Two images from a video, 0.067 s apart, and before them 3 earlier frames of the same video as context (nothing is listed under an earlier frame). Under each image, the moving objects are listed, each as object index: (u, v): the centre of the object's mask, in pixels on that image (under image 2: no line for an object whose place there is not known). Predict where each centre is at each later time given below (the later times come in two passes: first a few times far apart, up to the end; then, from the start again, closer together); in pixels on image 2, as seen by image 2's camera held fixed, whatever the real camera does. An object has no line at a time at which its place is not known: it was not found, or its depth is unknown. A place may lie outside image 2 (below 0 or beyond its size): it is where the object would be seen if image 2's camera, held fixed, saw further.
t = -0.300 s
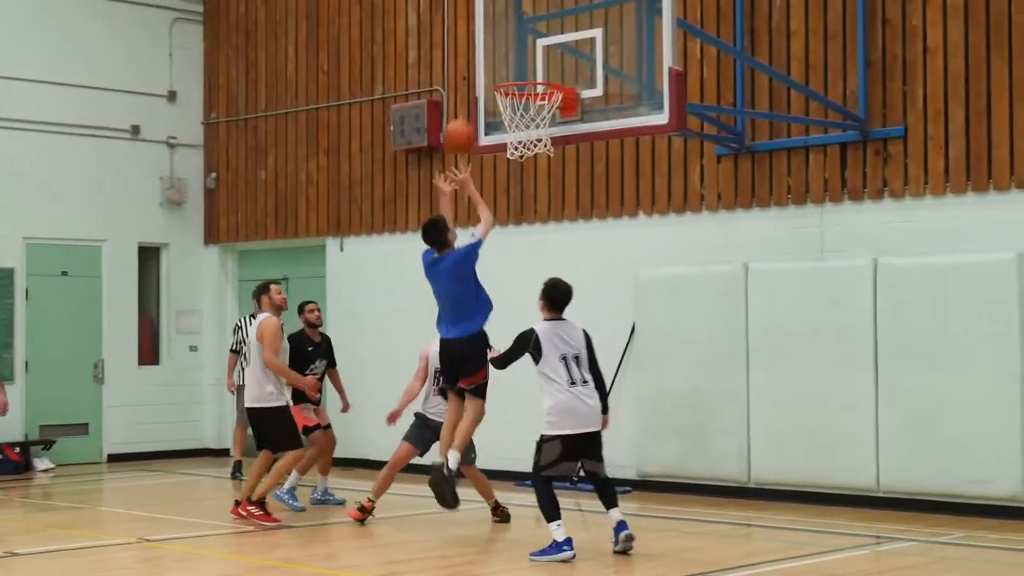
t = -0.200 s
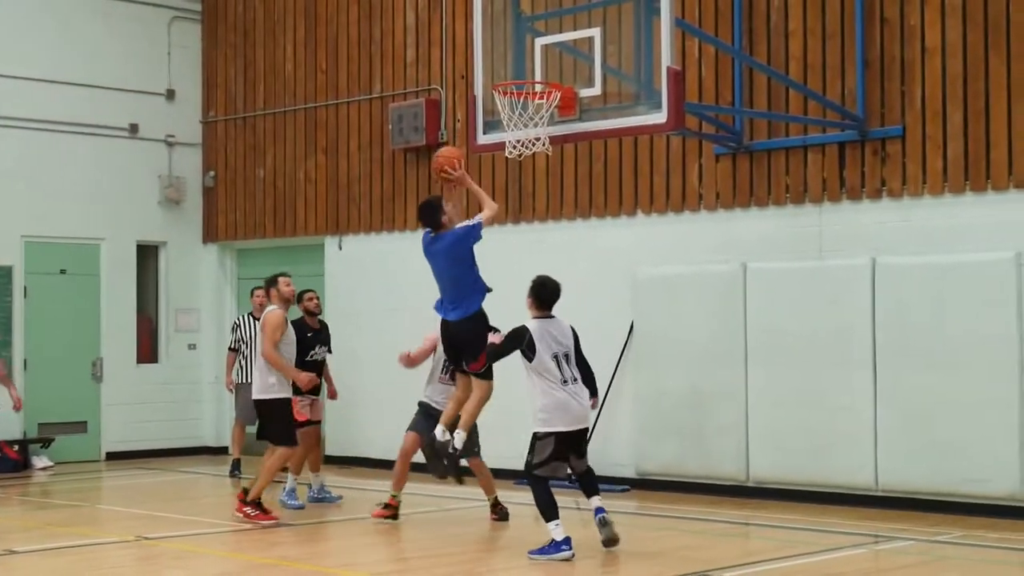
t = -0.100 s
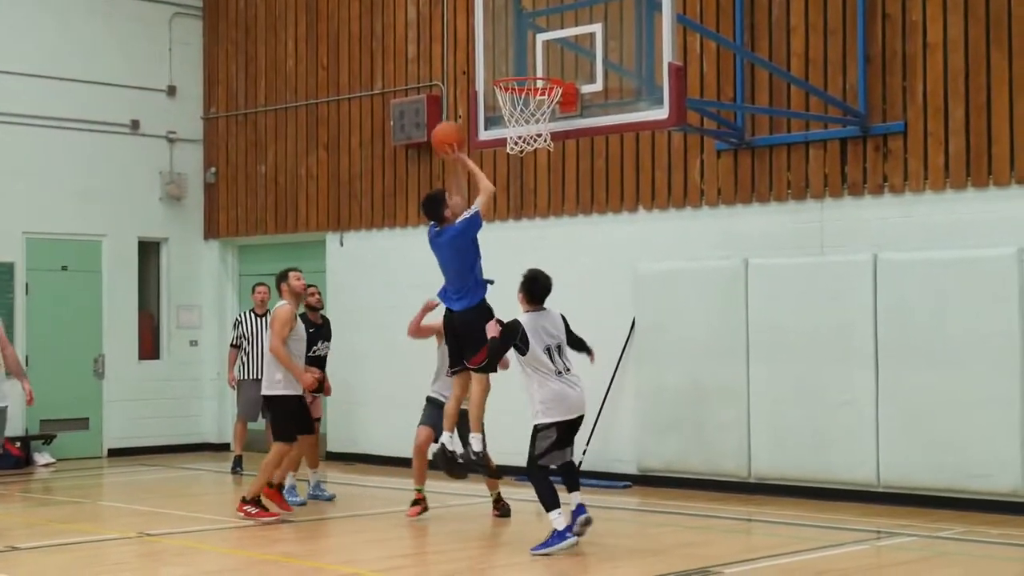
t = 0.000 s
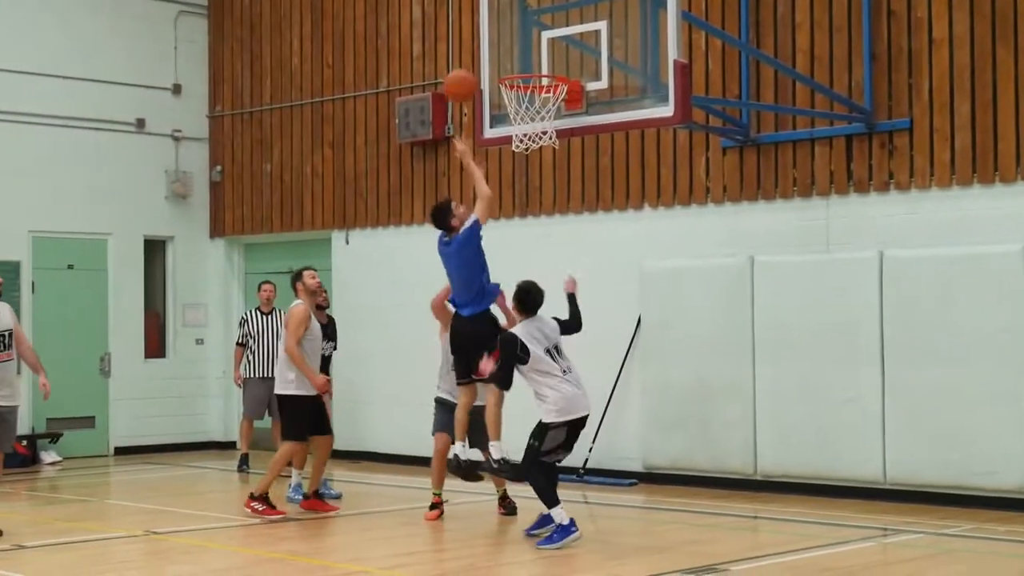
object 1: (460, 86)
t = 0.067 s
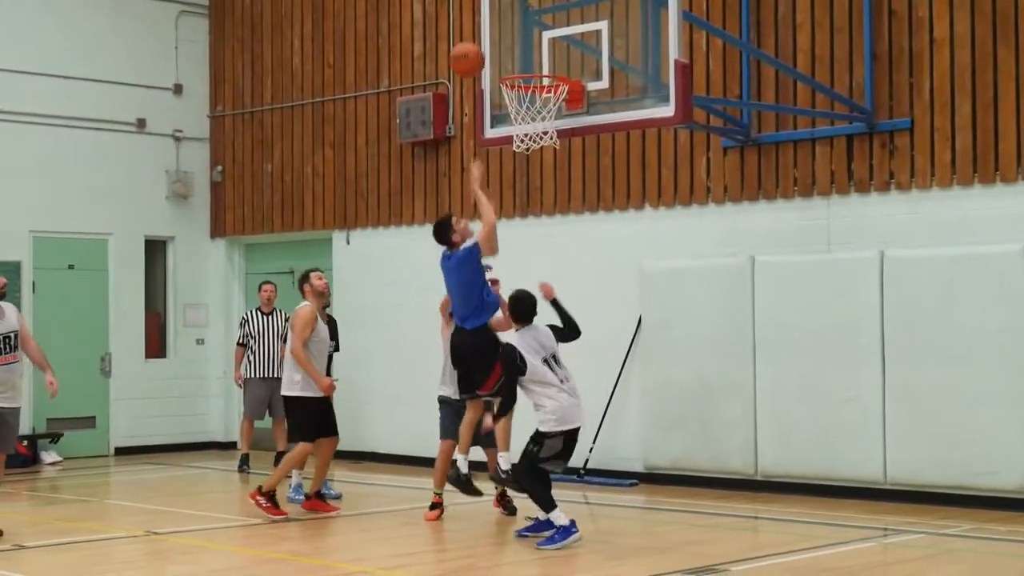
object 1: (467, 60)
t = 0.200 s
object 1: (477, 25)
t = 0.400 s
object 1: (494, 19)
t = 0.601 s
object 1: (514, 56)
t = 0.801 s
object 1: (536, 50)
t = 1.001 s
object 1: (543, 73)
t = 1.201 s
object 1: (534, 120)
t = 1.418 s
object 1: (526, 180)
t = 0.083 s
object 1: (468, 54)
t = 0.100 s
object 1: (469, 49)
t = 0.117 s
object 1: (471, 44)
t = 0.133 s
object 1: (473, 39)
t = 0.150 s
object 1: (473, 35)
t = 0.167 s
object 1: (475, 31)
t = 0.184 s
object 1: (476, 28)
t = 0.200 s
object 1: (477, 25)
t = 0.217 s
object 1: (479, 22)
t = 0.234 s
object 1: (479, 20)
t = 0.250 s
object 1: (481, 19)
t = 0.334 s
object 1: (491, 15)
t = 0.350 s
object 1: (491, 16)
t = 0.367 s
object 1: (492, 16)
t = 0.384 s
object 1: (493, 17)
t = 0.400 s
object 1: (494, 19)
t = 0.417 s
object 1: (496, 21)
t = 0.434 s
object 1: (498, 23)
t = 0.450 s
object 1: (499, 27)
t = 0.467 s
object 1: (502, 30)
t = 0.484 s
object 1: (503, 34)
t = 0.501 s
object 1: (504, 38)
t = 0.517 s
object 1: (506, 42)
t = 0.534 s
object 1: (507, 47)
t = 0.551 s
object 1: (508, 53)
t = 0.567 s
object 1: (509, 58)
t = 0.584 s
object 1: (510, 59)
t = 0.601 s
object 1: (514, 56)
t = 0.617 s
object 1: (515, 54)
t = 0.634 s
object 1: (517, 52)
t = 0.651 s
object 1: (519, 49)
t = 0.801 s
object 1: (536, 50)
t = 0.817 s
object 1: (537, 52)
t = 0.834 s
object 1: (539, 55)
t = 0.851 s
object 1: (541, 57)
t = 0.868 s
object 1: (543, 60)
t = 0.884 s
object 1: (544, 62)
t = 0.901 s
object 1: (545, 64)
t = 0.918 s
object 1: (545, 63)
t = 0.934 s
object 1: (545, 64)
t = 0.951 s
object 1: (545, 64)
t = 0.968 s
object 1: (544, 64)
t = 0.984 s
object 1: (544, 70)
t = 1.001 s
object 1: (543, 73)
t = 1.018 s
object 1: (542, 79)
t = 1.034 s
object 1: (541, 82)
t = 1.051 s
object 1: (541, 86)
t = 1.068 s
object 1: (540, 90)
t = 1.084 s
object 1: (541, 92)
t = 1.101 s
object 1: (537, 97)
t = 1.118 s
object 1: (537, 101)
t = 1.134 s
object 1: (536, 105)
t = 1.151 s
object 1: (535, 109)
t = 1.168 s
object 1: (534, 113)
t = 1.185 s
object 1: (534, 118)
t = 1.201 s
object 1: (534, 120)
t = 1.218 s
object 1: (535, 122)
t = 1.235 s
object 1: (534, 126)
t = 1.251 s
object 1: (532, 128)
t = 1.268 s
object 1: (531, 130)
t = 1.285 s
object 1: (530, 140)
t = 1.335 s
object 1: (529, 149)
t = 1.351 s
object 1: (529, 153)
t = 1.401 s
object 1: (526, 172)
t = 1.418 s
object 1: (526, 180)
